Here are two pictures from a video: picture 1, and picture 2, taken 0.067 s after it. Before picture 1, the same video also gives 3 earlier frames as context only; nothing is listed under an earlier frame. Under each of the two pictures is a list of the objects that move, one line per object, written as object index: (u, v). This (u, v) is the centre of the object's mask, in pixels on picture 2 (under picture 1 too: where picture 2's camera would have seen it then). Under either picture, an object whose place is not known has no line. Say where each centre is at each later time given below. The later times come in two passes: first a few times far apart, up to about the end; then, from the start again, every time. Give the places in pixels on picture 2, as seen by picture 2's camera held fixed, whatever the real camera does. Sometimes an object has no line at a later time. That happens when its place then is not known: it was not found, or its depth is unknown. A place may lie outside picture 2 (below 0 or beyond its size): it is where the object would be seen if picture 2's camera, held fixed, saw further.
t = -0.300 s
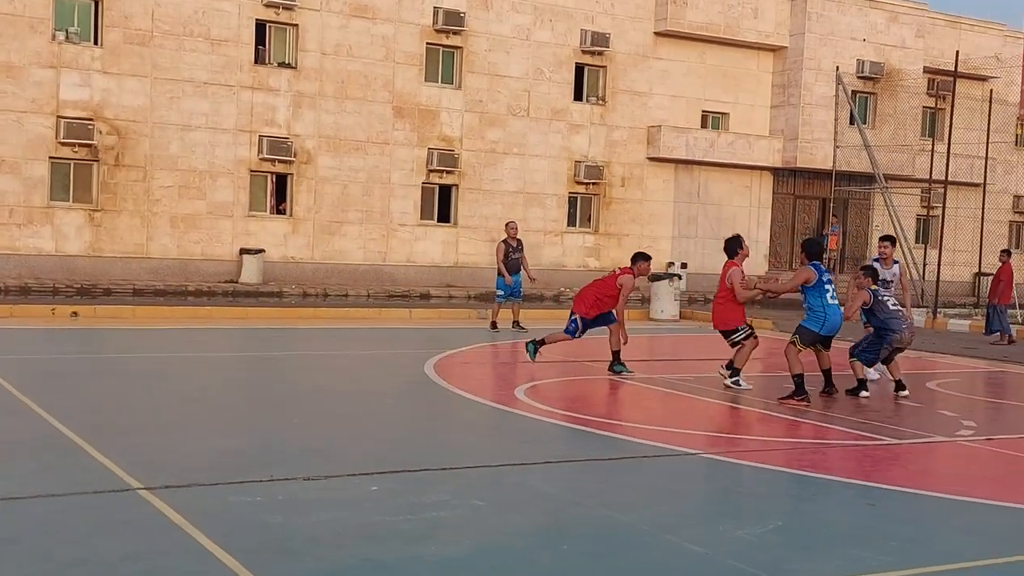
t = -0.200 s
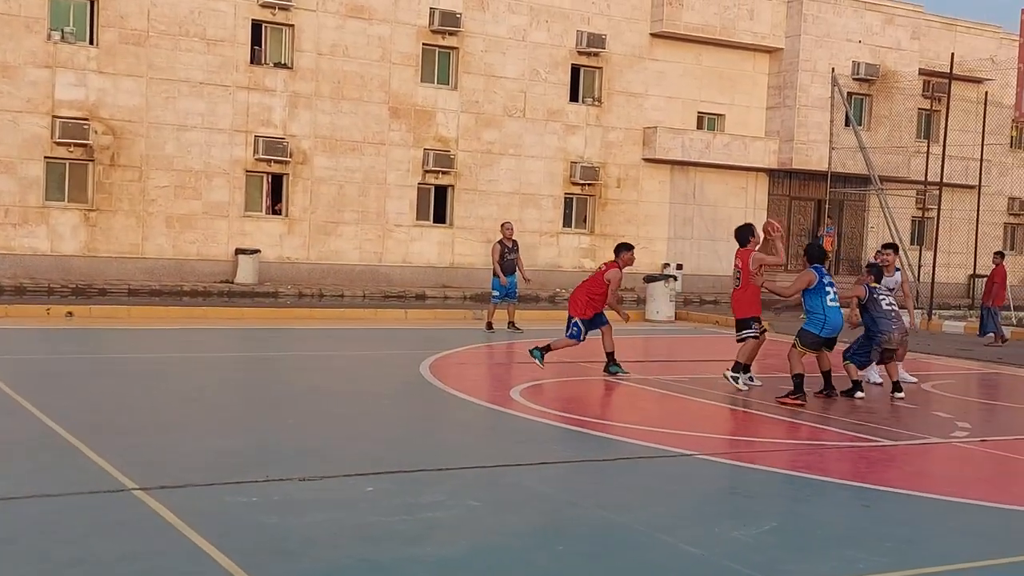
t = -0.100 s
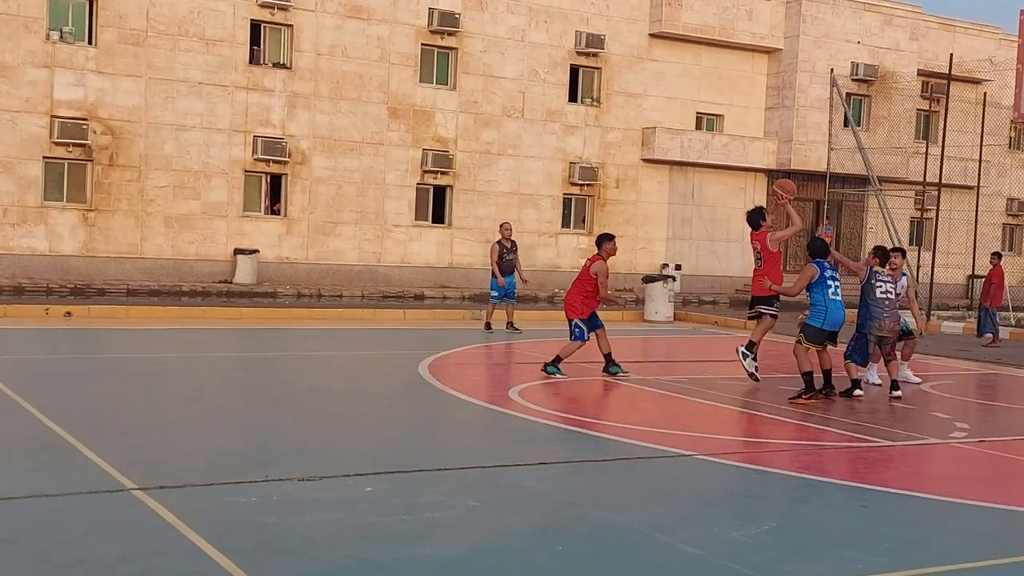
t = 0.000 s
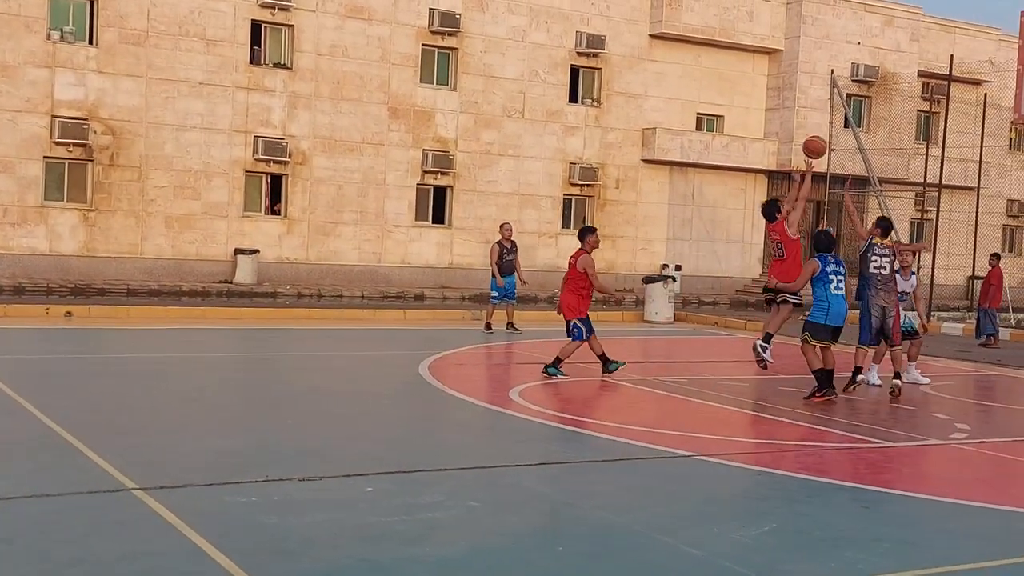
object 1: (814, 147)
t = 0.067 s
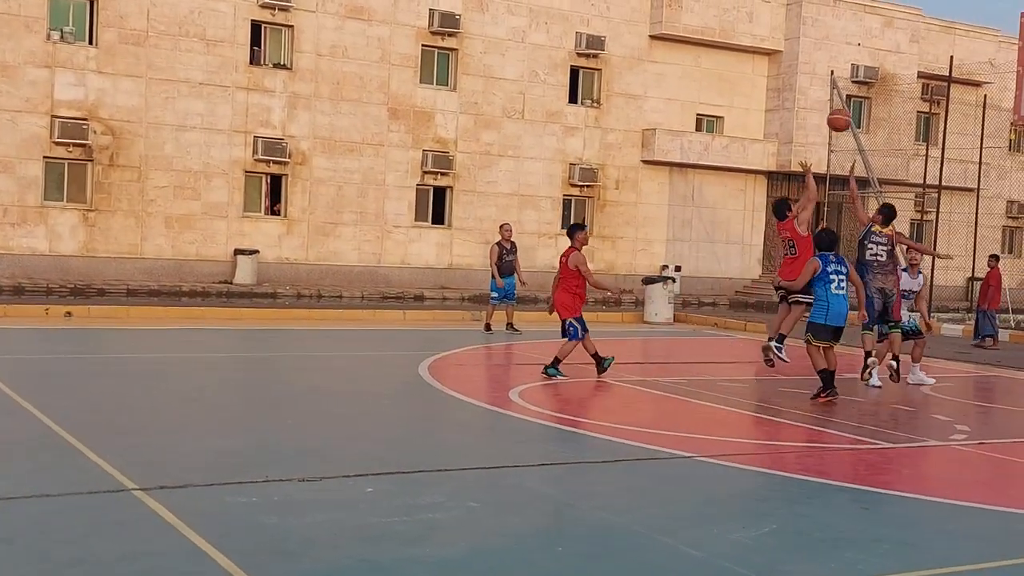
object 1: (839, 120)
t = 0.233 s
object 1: (899, 69)
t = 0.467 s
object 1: (976, 45)
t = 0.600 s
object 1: (1020, 54)
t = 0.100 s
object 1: (852, 107)
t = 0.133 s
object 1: (863, 97)
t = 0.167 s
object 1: (876, 87)
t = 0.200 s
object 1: (888, 77)
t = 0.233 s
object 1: (899, 69)
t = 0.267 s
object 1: (910, 62)
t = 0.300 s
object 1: (922, 57)
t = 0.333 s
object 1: (933, 52)
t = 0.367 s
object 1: (944, 49)
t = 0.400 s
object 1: (955, 46)
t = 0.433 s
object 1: (966, 45)
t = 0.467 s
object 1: (976, 45)
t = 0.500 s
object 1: (987, 46)
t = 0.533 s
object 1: (998, 47)
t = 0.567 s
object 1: (1008, 50)
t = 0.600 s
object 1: (1020, 54)
